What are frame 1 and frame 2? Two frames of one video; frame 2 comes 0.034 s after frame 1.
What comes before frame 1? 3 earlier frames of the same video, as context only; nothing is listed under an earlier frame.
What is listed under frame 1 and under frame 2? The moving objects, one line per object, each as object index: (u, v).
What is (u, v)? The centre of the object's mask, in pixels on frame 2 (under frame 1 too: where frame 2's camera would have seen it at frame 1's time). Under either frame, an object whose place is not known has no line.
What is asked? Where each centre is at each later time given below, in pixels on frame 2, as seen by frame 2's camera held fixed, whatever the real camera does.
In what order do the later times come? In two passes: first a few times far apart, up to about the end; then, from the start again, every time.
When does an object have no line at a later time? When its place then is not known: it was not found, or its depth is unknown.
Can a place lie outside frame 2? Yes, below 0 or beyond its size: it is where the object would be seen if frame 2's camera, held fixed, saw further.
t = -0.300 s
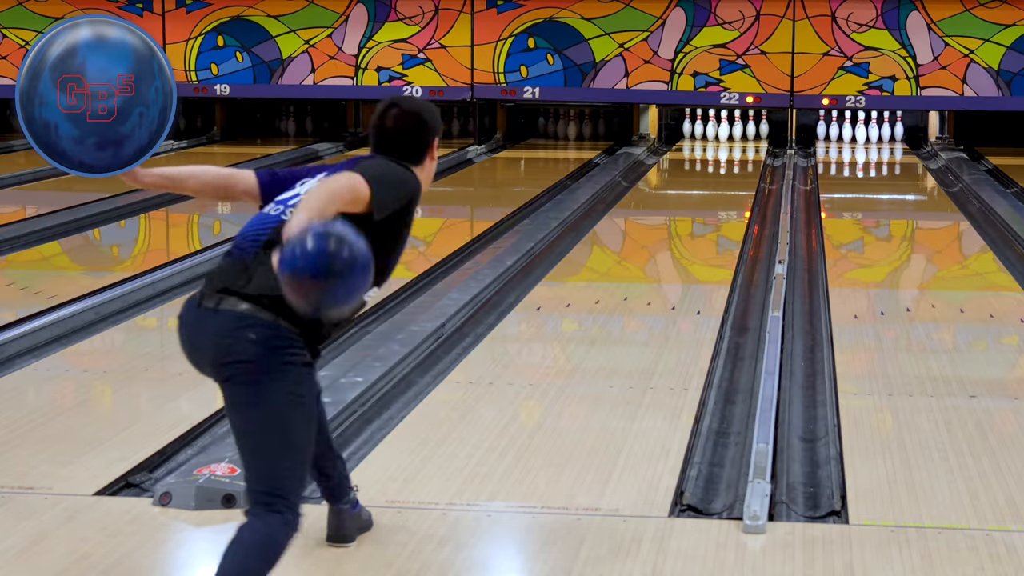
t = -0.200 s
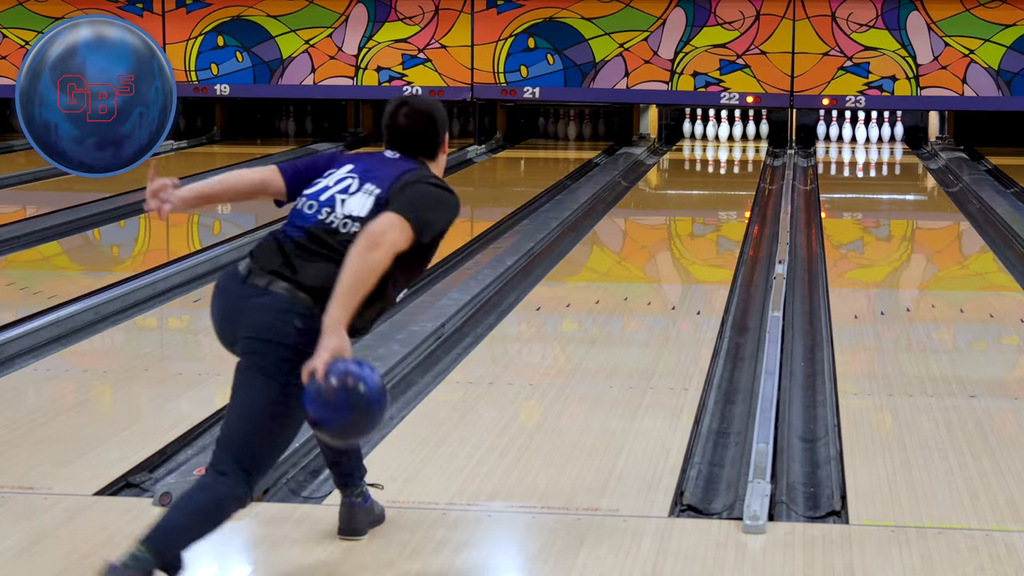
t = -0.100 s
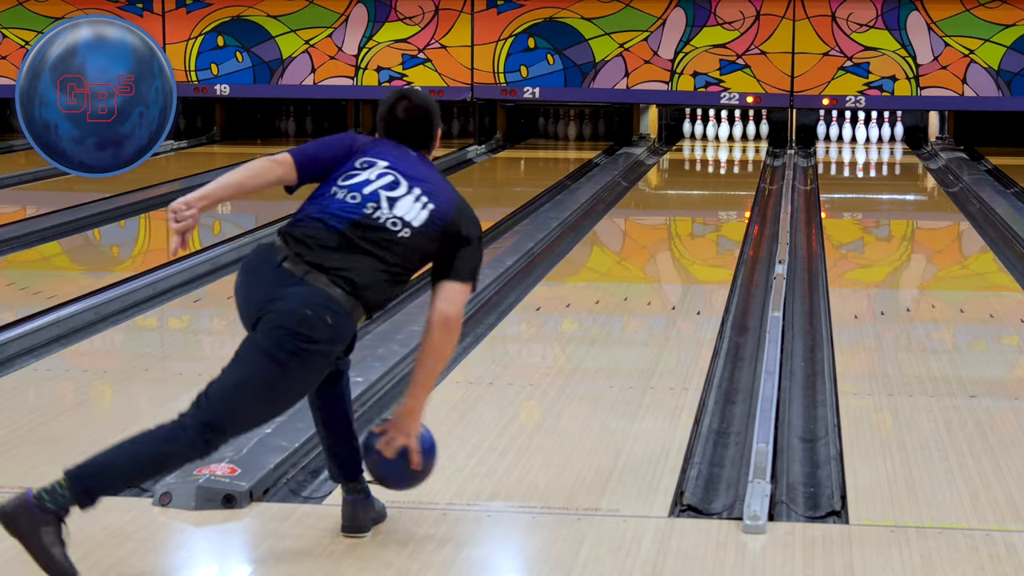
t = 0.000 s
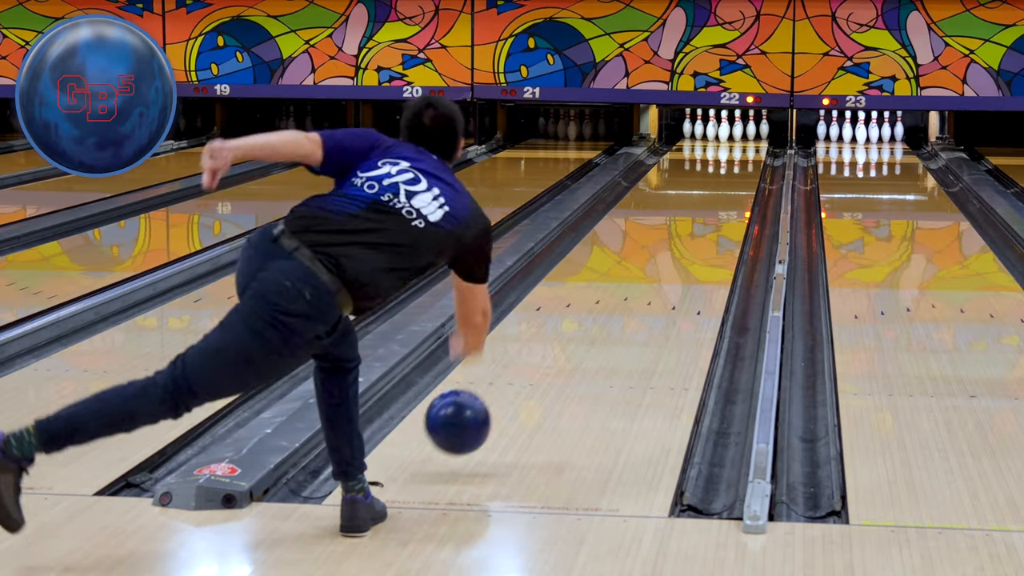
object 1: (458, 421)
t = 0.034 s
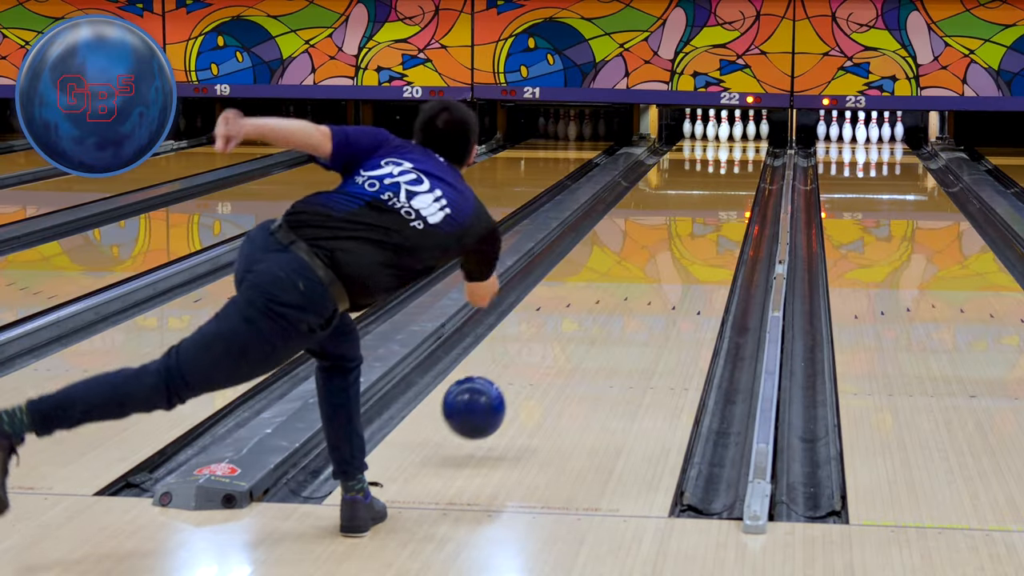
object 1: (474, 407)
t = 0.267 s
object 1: (560, 347)
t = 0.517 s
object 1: (620, 290)
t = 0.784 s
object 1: (663, 247)
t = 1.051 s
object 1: (694, 216)
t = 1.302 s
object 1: (714, 194)
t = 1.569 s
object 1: (729, 176)
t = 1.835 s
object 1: (738, 160)
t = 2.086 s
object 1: (740, 149)
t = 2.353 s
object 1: (735, 140)
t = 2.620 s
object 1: (728, 132)
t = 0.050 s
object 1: (482, 401)
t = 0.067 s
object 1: (489, 397)
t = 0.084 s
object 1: (496, 393)
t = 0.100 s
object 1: (502, 390)
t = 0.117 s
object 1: (509, 388)
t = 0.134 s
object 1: (515, 386)
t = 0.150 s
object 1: (521, 384)
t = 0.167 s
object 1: (528, 376)
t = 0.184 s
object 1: (533, 370)
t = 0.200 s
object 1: (539, 364)
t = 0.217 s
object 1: (544, 360)
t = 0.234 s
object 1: (550, 356)
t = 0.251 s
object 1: (555, 352)
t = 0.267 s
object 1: (560, 347)
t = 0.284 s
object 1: (564, 342)
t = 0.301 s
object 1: (569, 338)
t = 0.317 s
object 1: (573, 334)
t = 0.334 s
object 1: (578, 330)
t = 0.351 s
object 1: (583, 326)
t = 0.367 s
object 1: (587, 322)
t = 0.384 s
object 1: (591, 318)
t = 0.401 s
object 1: (595, 314)
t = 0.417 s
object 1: (599, 310)
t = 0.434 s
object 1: (602, 307)
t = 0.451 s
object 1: (606, 303)
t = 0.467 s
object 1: (610, 300)
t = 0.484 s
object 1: (613, 297)
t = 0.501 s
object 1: (616, 293)
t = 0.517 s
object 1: (620, 290)
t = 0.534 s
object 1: (623, 287)
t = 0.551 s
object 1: (626, 284)
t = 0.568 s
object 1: (629, 281)
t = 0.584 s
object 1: (632, 278)
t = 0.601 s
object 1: (635, 275)
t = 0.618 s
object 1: (638, 272)
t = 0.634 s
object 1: (641, 270)
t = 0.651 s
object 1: (644, 267)
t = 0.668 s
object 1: (646, 264)
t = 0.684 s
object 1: (649, 262)
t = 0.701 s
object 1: (652, 259)
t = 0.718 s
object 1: (654, 257)
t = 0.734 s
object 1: (656, 254)
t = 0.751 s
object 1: (659, 252)
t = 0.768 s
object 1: (661, 250)
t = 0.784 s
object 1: (663, 247)
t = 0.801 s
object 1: (666, 245)
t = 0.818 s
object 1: (668, 243)
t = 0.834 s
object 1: (670, 241)
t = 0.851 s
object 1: (672, 239)
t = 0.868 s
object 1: (674, 237)
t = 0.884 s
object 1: (676, 234)
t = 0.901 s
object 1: (678, 232)
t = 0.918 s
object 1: (680, 231)
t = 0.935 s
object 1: (681, 229)
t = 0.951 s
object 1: (683, 227)
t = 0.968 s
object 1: (685, 225)
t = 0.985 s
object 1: (687, 223)
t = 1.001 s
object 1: (689, 221)
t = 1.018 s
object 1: (691, 220)
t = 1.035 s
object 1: (692, 218)
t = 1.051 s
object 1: (694, 216)
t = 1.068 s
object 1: (695, 214)
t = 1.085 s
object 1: (697, 213)
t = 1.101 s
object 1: (698, 211)
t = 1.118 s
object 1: (700, 210)
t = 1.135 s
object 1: (701, 208)
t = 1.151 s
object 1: (703, 206)
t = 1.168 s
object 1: (704, 205)
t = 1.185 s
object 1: (705, 203)
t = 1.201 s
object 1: (707, 202)
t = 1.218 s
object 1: (708, 201)
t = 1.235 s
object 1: (709, 199)
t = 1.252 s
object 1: (711, 198)
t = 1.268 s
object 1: (712, 196)
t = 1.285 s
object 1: (713, 195)
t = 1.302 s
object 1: (714, 194)
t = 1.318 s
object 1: (715, 193)
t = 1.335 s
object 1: (716, 191)
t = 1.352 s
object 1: (717, 190)
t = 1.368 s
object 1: (719, 189)
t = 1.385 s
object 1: (720, 188)
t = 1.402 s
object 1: (721, 187)
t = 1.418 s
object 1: (722, 185)
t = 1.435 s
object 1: (723, 184)
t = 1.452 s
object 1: (723, 183)
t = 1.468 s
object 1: (724, 182)
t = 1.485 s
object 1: (725, 181)
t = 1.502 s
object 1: (726, 180)
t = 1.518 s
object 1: (727, 178)
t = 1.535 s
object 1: (728, 178)
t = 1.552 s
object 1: (728, 177)
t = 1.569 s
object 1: (729, 176)
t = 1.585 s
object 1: (730, 175)
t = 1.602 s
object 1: (730, 173)
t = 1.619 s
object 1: (731, 172)
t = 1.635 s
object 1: (732, 172)
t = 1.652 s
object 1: (732, 171)
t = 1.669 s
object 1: (733, 170)
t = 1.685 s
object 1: (733, 169)
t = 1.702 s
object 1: (734, 167)
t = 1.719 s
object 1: (735, 167)
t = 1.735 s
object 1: (735, 166)
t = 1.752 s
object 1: (736, 165)
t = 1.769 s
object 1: (736, 164)
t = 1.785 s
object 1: (737, 163)
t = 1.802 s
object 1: (737, 162)
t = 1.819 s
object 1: (738, 161)
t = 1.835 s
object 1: (738, 160)
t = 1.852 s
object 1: (738, 160)
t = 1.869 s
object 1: (738, 159)
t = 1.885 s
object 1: (738, 158)
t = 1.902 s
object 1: (739, 157)
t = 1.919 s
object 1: (739, 157)
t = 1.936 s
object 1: (739, 156)
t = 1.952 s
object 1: (739, 155)
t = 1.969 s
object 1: (740, 154)
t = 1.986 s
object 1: (740, 153)
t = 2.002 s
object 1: (740, 153)
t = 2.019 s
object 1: (740, 152)
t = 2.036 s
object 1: (740, 151)
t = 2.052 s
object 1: (740, 151)
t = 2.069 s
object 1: (740, 150)
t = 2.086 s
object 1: (740, 149)
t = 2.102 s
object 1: (740, 148)
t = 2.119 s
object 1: (739, 148)
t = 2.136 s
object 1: (739, 147)
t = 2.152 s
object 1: (739, 146)
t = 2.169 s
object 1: (739, 146)
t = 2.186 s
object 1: (739, 145)
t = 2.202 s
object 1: (738, 145)
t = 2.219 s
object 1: (738, 144)
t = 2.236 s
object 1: (738, 144)
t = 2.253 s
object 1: (738, 143)
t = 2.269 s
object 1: (737, 142)
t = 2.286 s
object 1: (737, 142)
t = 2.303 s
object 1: (736, 141)
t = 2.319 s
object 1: (736, 141)
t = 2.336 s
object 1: (735, 140)
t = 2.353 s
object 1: (735, 140)
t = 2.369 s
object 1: (734, 139)
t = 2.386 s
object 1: (734, 138)
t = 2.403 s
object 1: (733, 138)
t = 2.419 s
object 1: (732, 137)
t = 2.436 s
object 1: (732, 137)
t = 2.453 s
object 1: (731, 136)
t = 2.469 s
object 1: (731, 136)
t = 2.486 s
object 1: (730, 135)
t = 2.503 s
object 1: (729, 135)
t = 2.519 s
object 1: (729, 134)
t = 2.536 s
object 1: (729, 134)
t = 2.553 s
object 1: (729, 134)
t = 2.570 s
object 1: (729, 133)
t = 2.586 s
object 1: (729, 133)
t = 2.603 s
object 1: (728, 133)
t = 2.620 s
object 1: (728, 132)
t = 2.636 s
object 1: (728, 132)
